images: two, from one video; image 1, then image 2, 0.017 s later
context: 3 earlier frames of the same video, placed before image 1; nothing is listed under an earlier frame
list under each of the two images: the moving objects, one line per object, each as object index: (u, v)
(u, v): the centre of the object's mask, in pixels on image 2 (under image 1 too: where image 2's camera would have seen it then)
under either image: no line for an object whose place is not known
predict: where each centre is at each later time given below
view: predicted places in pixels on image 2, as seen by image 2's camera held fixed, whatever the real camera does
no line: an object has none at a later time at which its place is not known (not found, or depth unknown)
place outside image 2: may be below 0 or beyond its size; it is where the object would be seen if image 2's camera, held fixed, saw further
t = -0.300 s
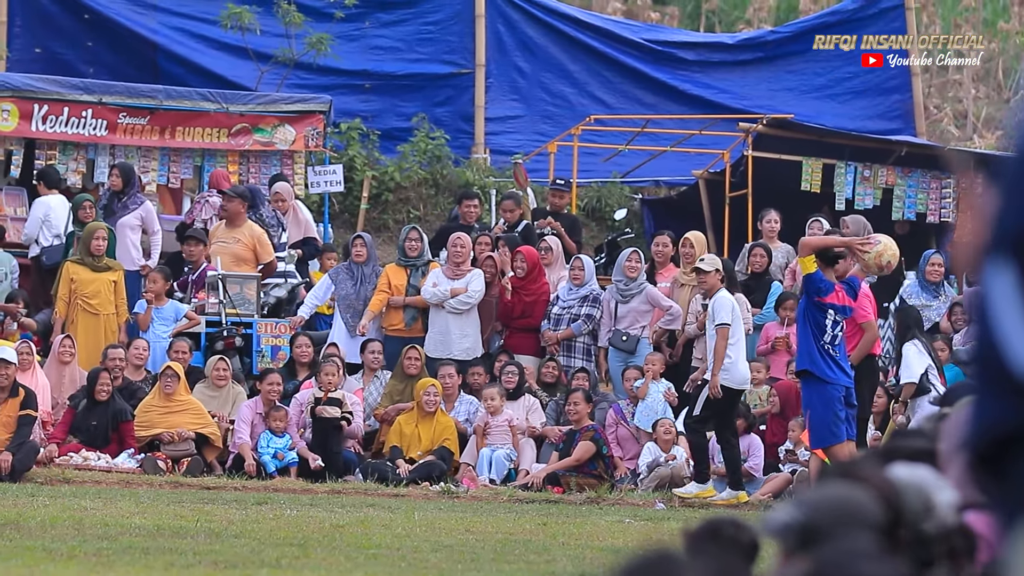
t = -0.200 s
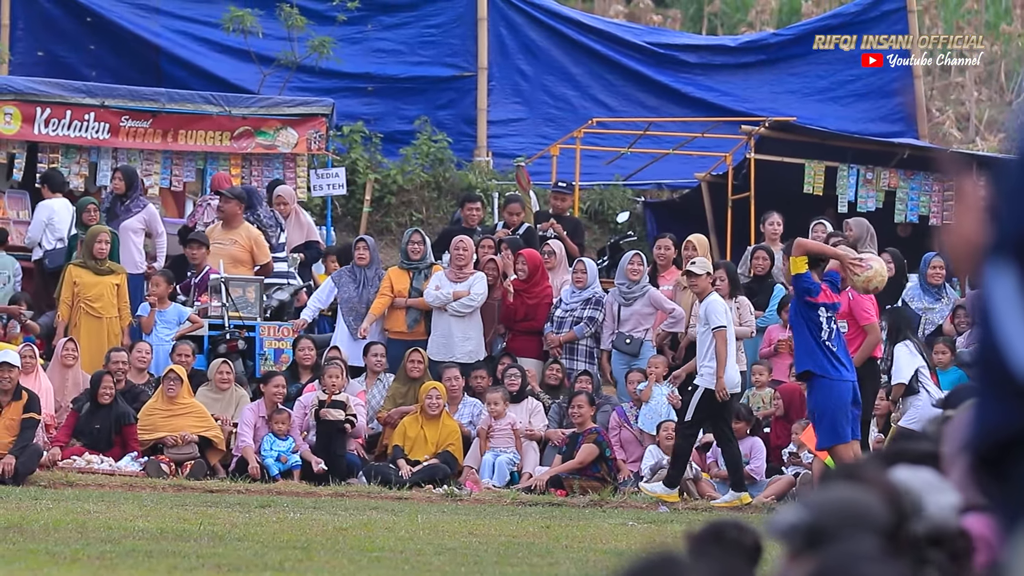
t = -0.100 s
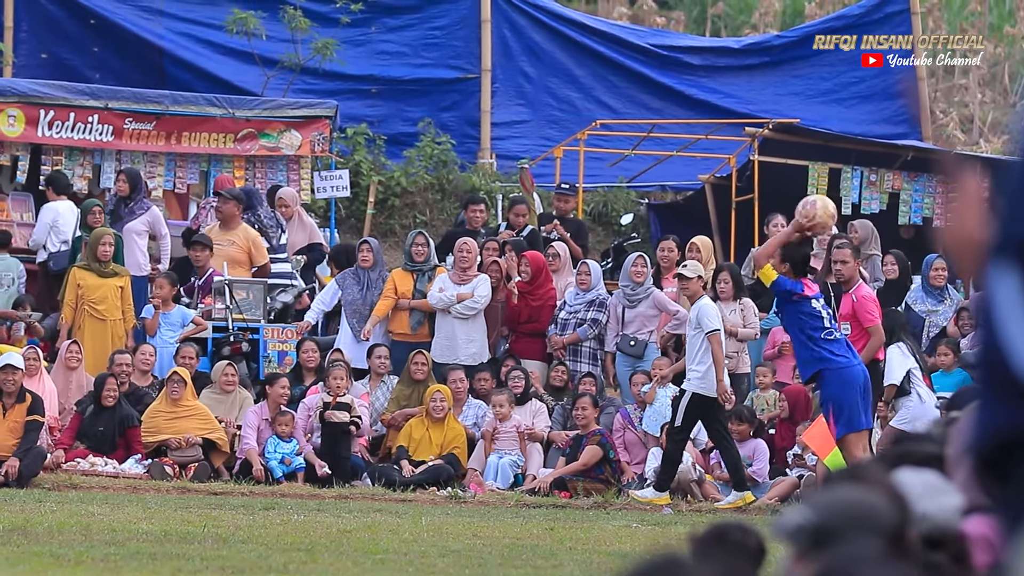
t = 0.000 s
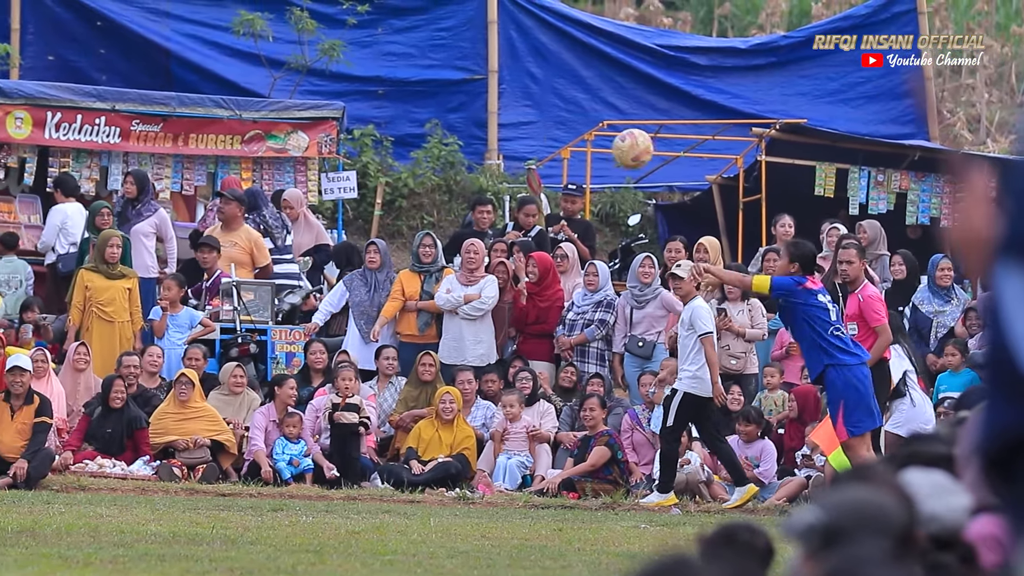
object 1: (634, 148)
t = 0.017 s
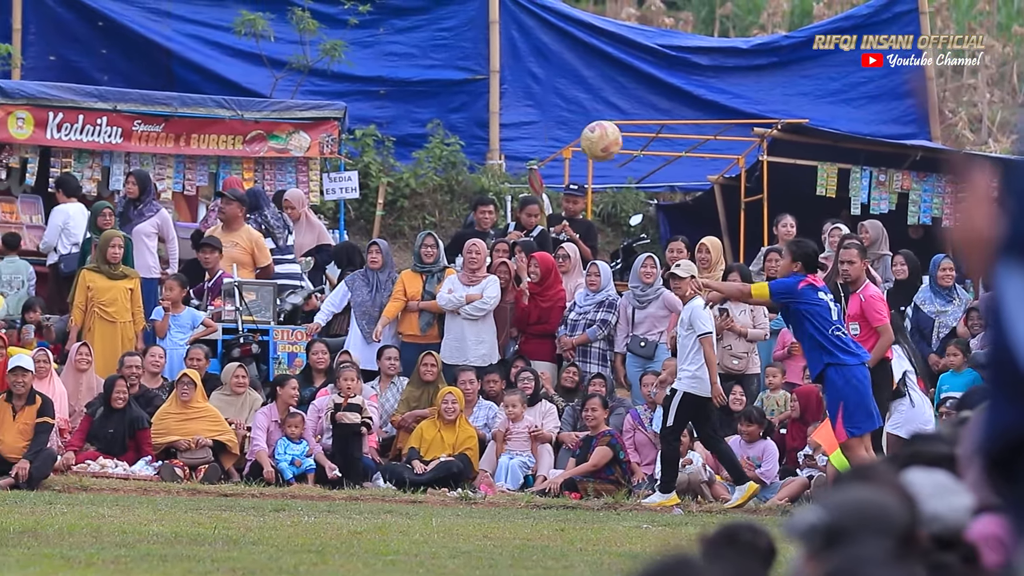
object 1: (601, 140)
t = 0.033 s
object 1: (569, 133)
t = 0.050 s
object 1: (539, 126)
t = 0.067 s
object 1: (510, 122)
